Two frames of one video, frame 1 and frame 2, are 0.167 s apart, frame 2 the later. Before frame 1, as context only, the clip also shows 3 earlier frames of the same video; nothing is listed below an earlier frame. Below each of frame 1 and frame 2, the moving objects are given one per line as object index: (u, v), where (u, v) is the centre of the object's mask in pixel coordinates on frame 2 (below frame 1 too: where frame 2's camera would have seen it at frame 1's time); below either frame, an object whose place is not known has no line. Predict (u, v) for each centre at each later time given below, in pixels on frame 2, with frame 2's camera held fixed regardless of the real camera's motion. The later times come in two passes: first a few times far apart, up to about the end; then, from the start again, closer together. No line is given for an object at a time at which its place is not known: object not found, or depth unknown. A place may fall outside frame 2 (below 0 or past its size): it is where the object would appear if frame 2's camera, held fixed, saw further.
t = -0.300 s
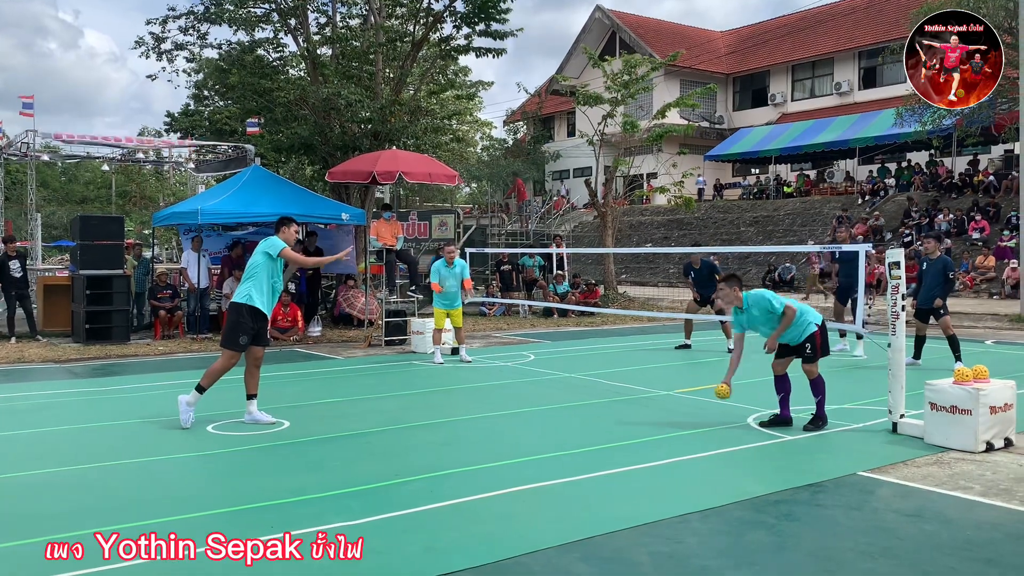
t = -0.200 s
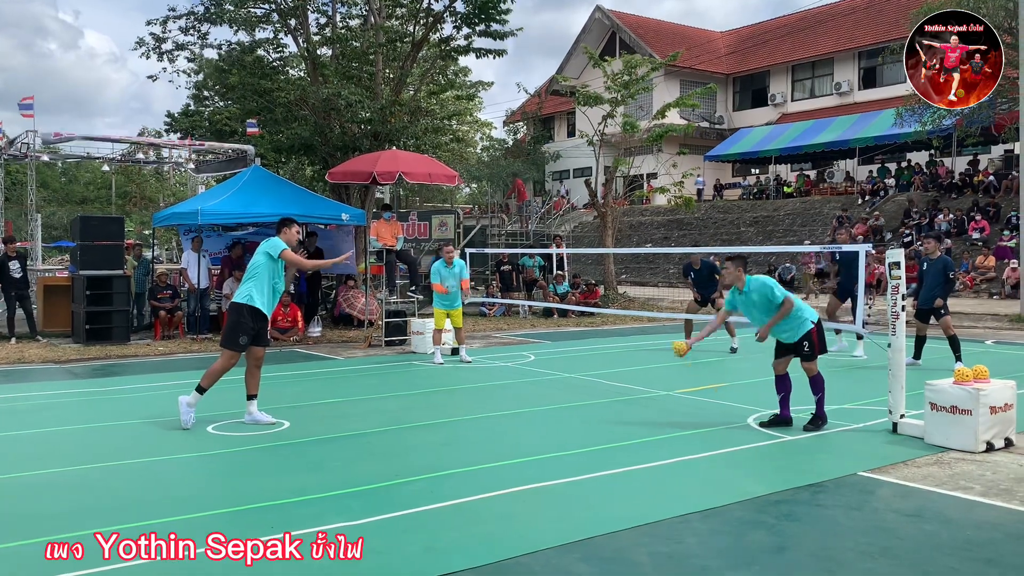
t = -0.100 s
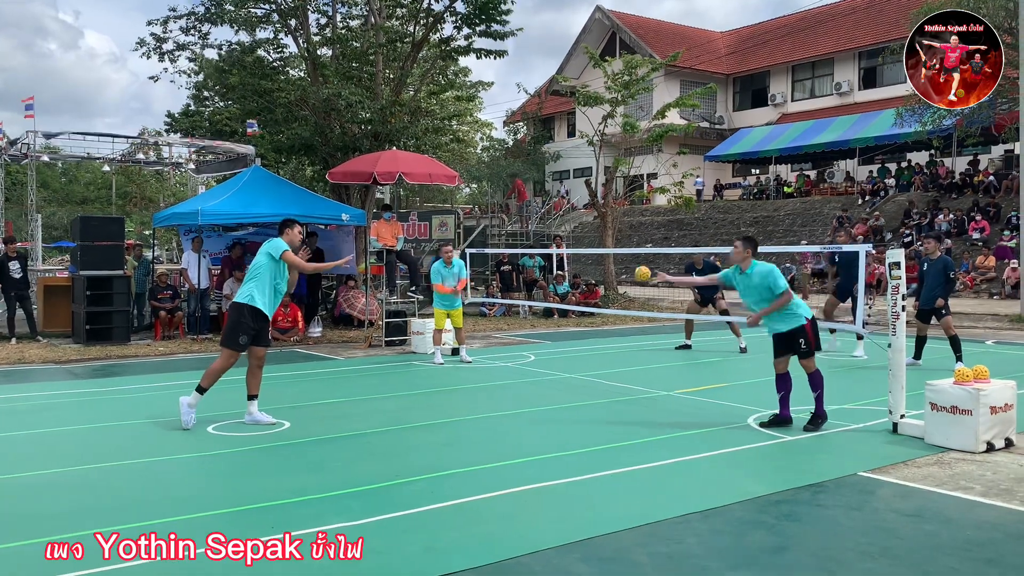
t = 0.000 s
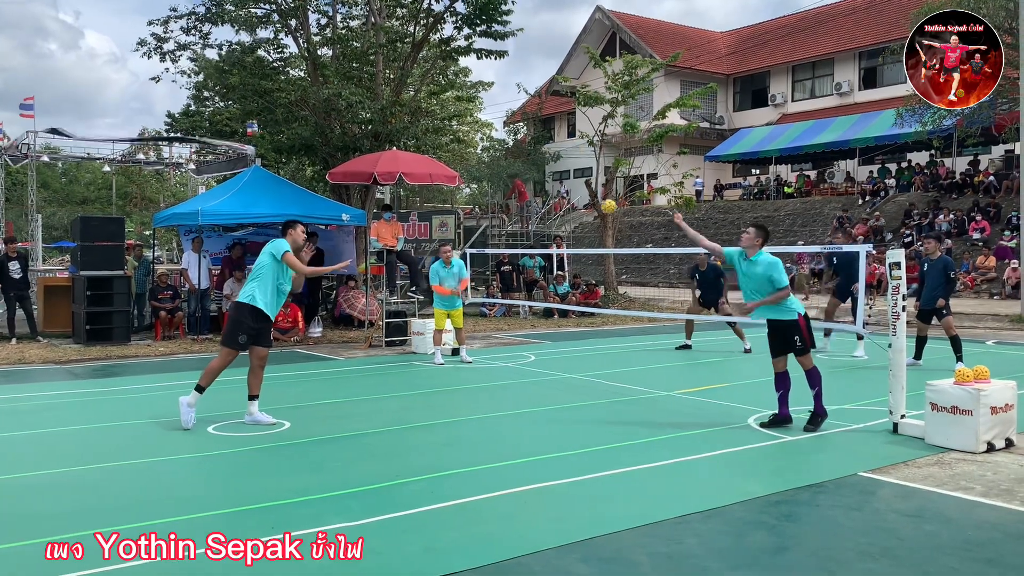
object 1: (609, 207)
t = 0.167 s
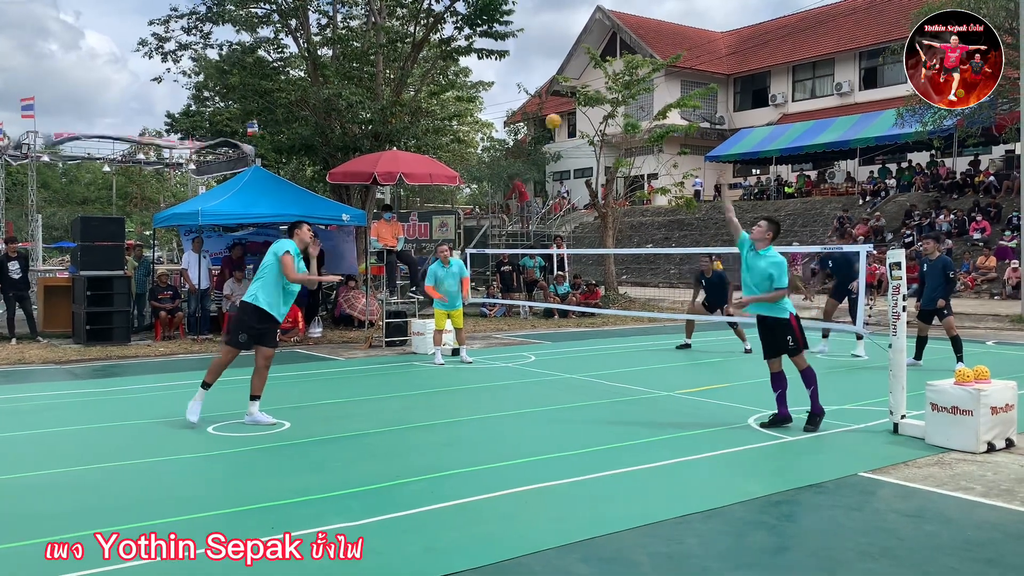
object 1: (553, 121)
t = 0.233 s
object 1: (531, 96)
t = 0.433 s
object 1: (465, 52)
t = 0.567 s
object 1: (421, 47)
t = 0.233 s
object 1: (531, 96)
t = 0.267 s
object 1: (520, 86)
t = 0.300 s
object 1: (508, 76)
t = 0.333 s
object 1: (497, 68)
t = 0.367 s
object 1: (486, 61)
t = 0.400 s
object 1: (476, 55)
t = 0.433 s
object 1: (465, 52)
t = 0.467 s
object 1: (454, 48)
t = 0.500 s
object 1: (443, 47)
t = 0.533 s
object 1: (432, 45)
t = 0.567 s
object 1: (421, 47)
